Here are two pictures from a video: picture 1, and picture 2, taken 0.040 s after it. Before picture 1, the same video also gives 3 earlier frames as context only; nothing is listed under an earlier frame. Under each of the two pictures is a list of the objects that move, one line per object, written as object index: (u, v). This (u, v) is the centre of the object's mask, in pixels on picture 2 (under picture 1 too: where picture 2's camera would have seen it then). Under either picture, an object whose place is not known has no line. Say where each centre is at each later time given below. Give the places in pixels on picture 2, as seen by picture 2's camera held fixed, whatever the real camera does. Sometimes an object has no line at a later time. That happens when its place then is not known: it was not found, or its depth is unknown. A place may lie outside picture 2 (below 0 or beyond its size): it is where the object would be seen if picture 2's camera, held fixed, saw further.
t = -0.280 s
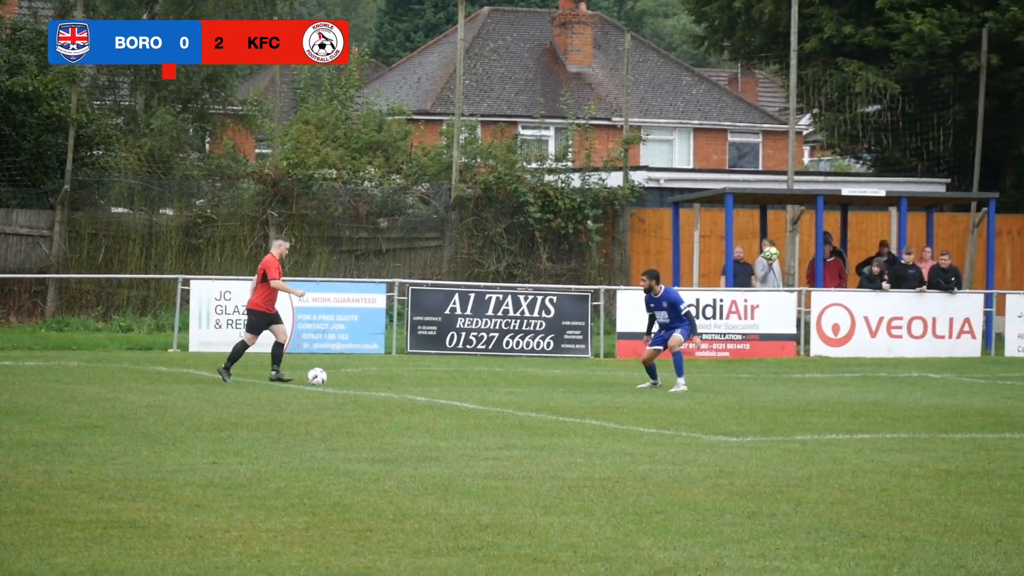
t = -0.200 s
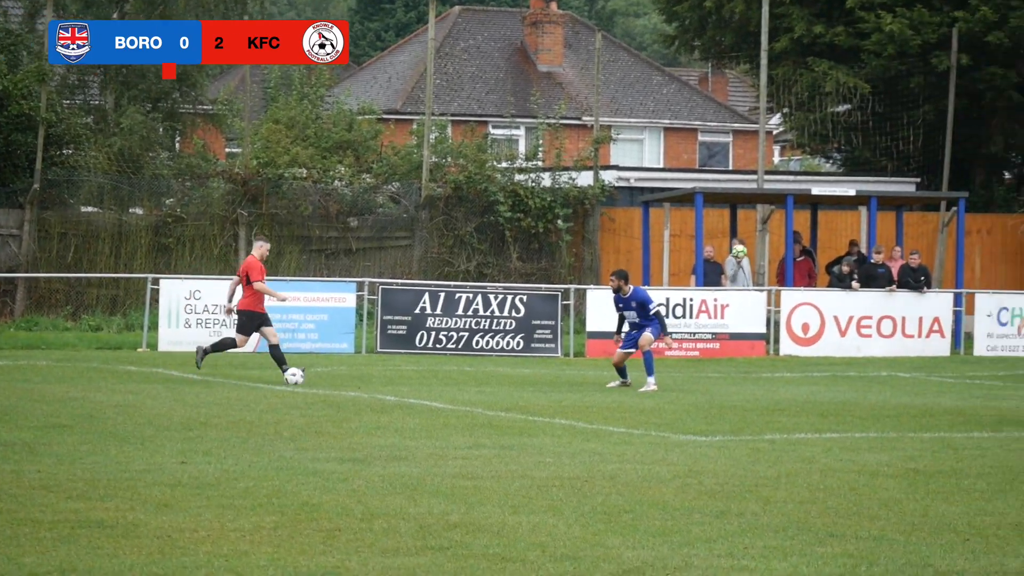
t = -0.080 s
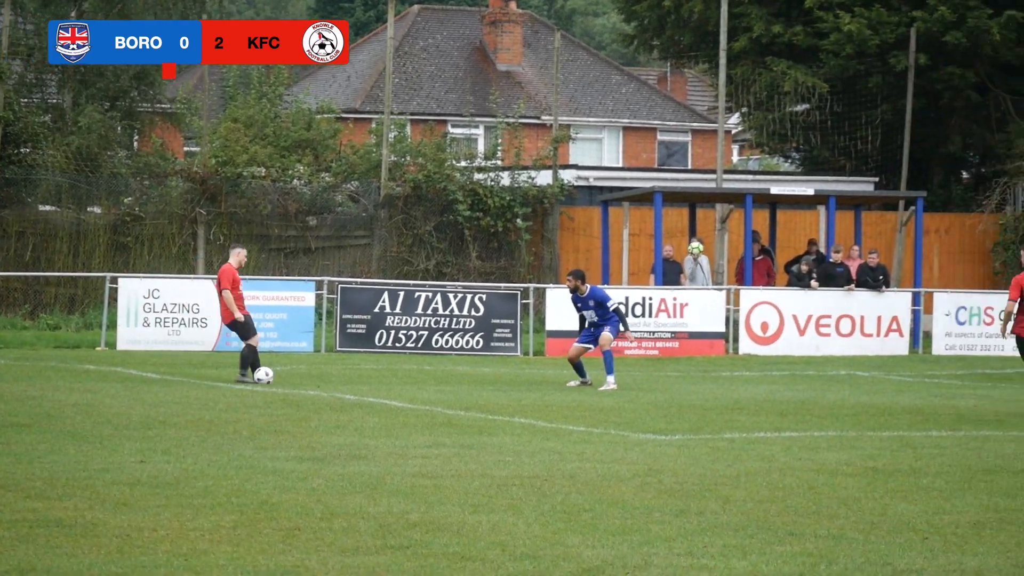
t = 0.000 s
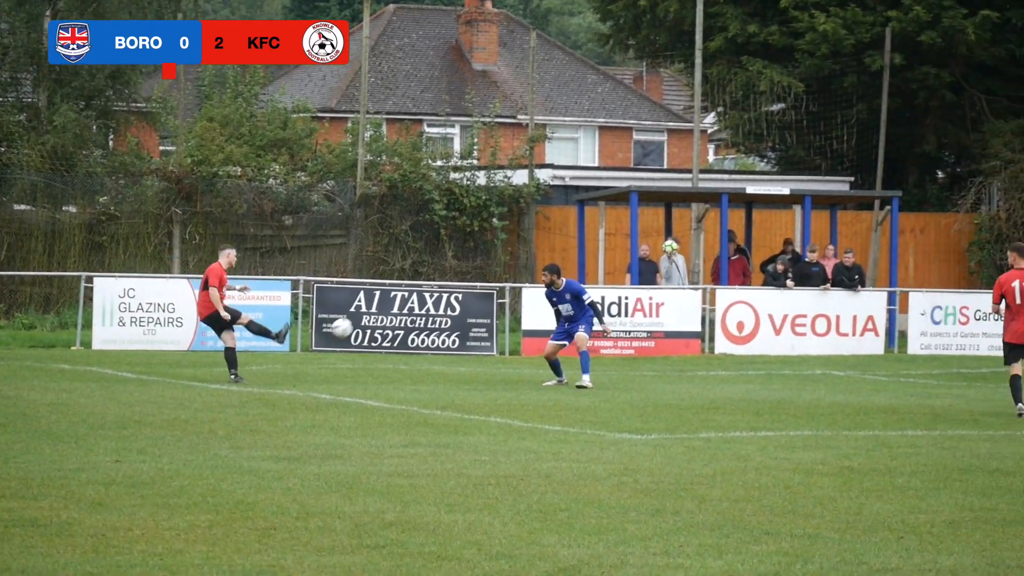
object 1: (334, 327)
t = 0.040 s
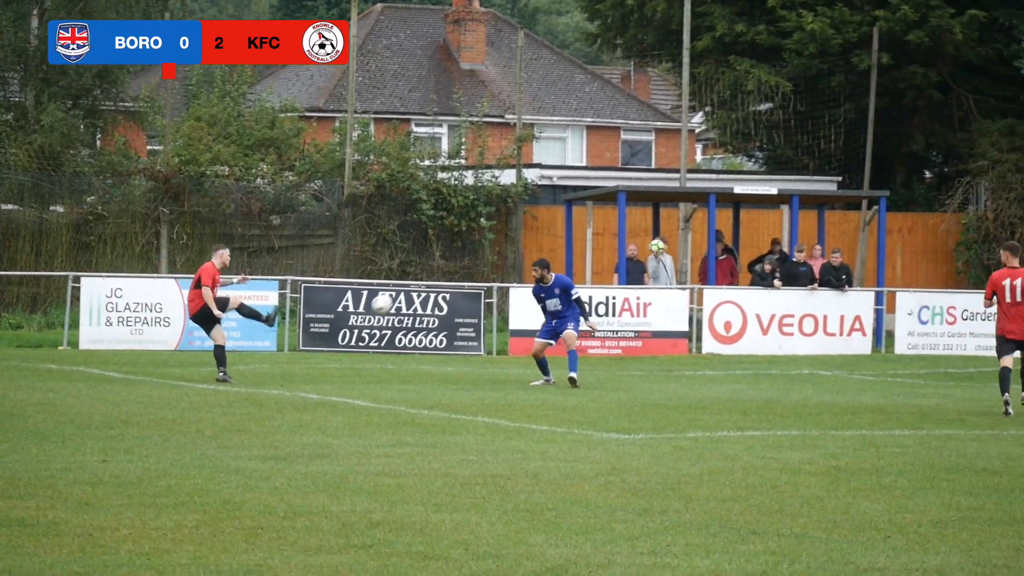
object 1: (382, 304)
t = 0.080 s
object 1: (429, 279)
